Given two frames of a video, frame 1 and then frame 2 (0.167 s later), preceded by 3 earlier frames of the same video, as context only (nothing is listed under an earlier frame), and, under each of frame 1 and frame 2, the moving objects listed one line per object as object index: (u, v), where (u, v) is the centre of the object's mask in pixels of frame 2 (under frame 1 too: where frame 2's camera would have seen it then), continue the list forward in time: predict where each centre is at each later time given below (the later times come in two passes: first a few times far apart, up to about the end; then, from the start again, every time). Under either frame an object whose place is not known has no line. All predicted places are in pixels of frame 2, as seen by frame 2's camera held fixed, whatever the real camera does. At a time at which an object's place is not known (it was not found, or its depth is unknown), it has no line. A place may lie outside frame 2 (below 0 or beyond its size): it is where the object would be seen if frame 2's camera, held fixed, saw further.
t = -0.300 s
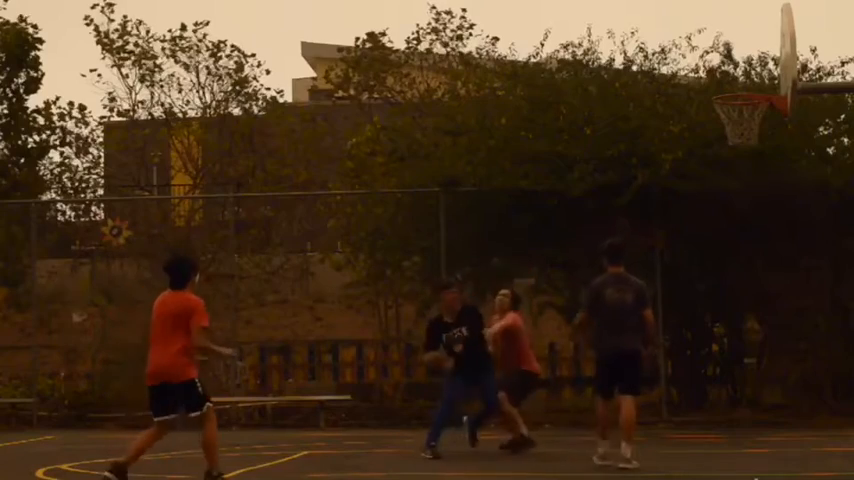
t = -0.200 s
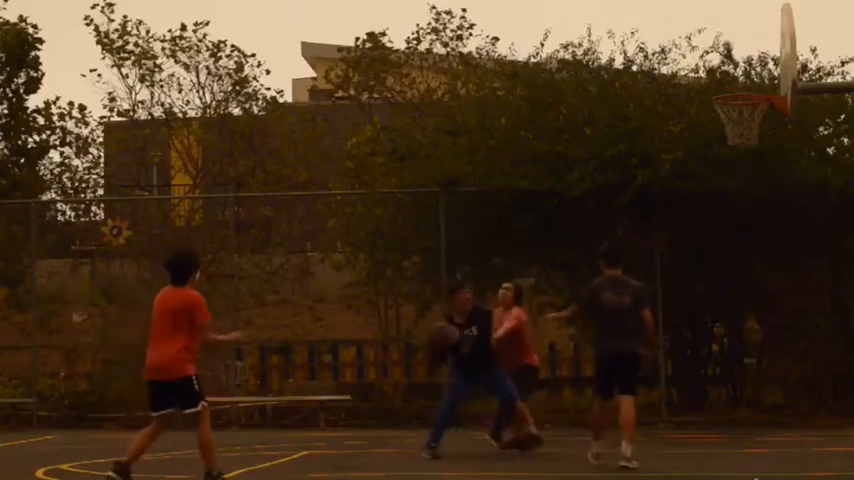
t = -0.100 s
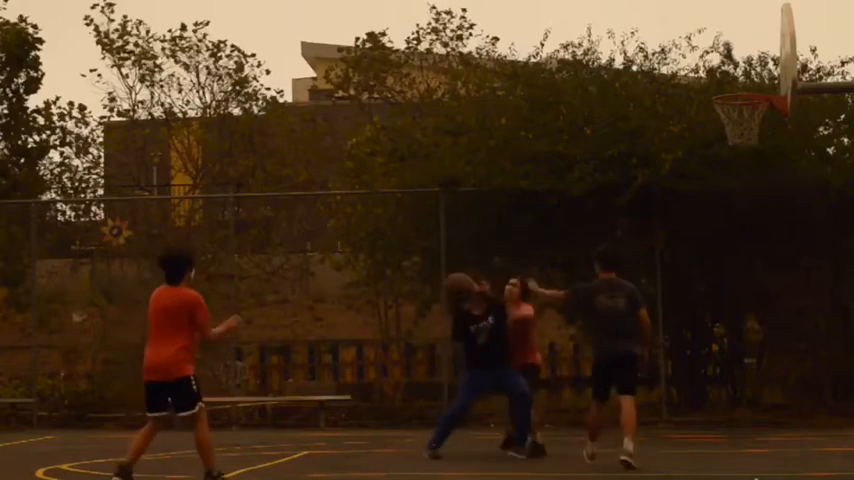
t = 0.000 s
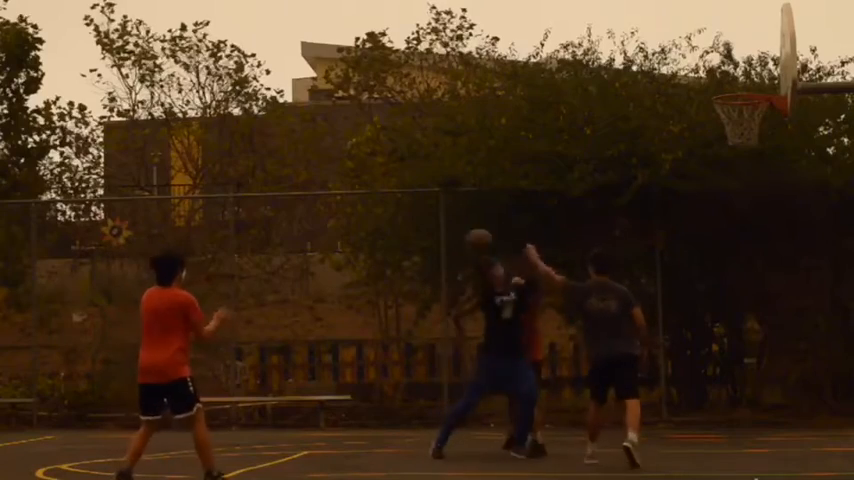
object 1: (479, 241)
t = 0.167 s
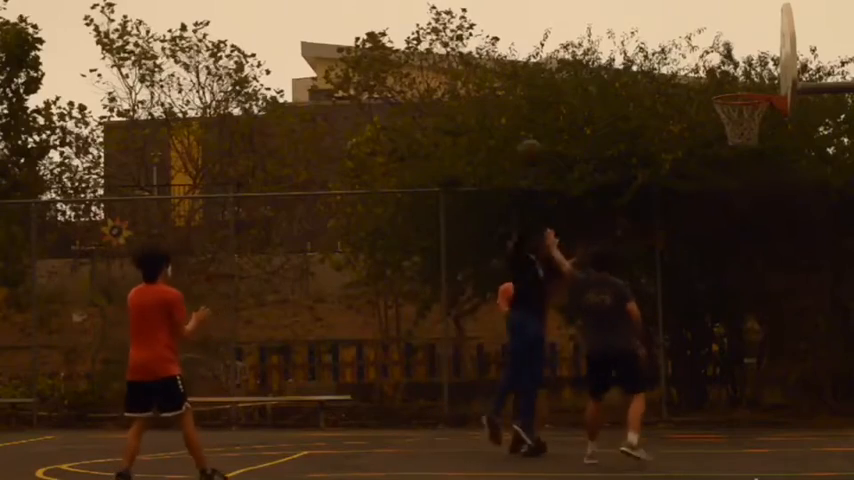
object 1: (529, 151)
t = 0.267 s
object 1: (567, 109)
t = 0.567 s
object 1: (678, 43)
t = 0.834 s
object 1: (764, 67)
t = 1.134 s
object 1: (754, 115)
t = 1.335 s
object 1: (750, 144)
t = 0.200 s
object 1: (543, 135)
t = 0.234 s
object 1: (555, 122)
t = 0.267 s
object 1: (567, 109)
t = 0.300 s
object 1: (580, 97)
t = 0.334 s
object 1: (589, 86)
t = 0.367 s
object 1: (604, 77)
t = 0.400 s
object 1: (616, 67)
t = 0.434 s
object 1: (628, 60)
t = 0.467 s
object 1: (640, 54)
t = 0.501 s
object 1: (653, 49)
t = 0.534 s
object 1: (666, 46)
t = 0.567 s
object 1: (678, 43)
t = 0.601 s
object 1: (691, 42)
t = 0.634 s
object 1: (703, 42)
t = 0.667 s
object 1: (717, 44)
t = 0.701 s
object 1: (729, 46)
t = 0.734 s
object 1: (741, 50)
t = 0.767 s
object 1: (755, 55)
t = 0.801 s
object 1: (768, 61)
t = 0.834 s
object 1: (764, 67)
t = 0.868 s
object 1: (755, 73)
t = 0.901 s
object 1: (745, 80)
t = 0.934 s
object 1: (735, 85)
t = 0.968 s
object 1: (731, 89)
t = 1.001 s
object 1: (733, 98)
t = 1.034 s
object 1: (739, 103)
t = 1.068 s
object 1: (748, 108)
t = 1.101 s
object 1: (751, 111)
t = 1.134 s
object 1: (754, 115)
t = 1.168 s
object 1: (756, 121)
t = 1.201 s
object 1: (756, 125)
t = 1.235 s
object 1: (755, 132)
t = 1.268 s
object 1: (754, 134)
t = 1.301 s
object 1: (751, 138)
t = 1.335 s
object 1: (750, 144)
